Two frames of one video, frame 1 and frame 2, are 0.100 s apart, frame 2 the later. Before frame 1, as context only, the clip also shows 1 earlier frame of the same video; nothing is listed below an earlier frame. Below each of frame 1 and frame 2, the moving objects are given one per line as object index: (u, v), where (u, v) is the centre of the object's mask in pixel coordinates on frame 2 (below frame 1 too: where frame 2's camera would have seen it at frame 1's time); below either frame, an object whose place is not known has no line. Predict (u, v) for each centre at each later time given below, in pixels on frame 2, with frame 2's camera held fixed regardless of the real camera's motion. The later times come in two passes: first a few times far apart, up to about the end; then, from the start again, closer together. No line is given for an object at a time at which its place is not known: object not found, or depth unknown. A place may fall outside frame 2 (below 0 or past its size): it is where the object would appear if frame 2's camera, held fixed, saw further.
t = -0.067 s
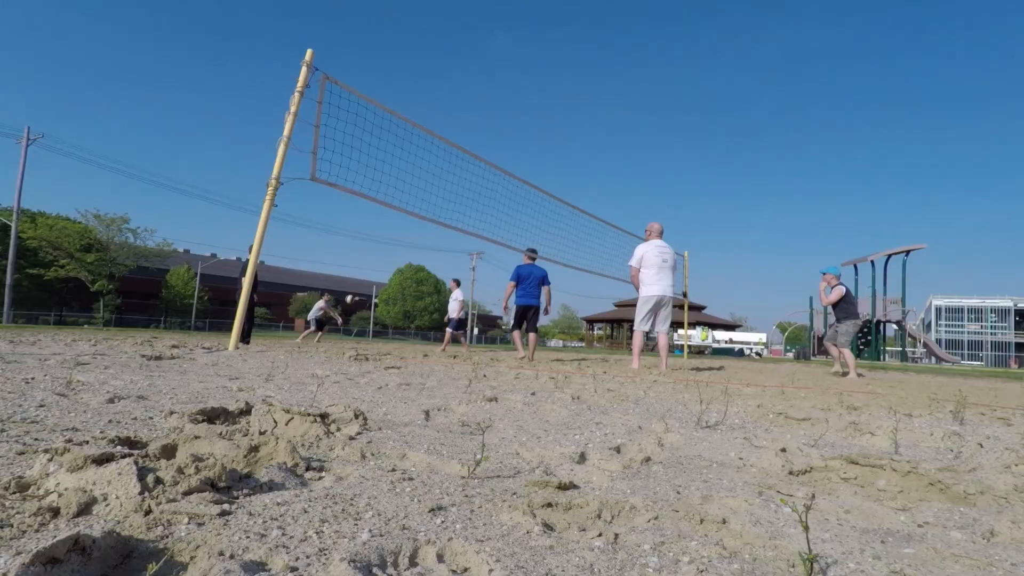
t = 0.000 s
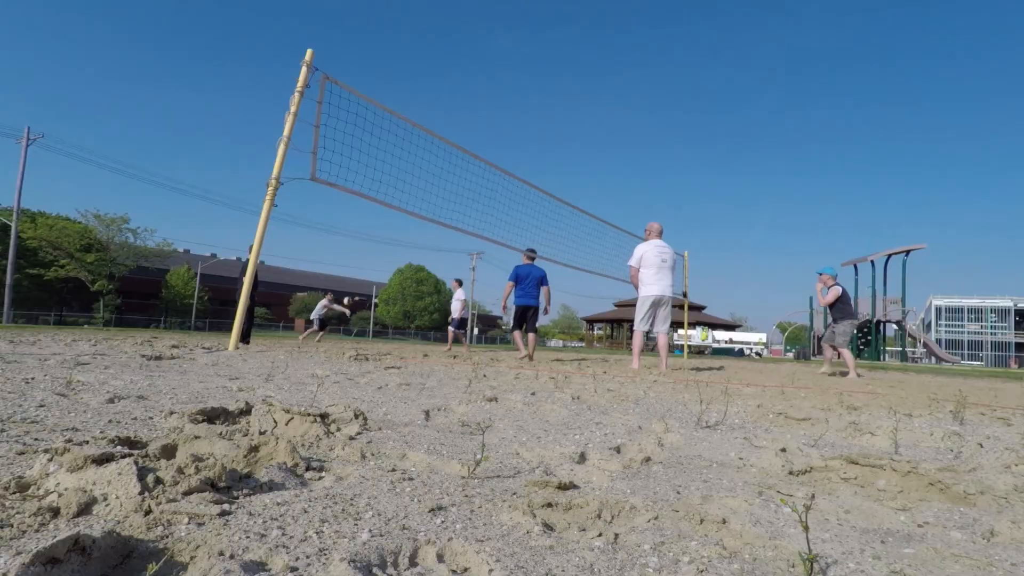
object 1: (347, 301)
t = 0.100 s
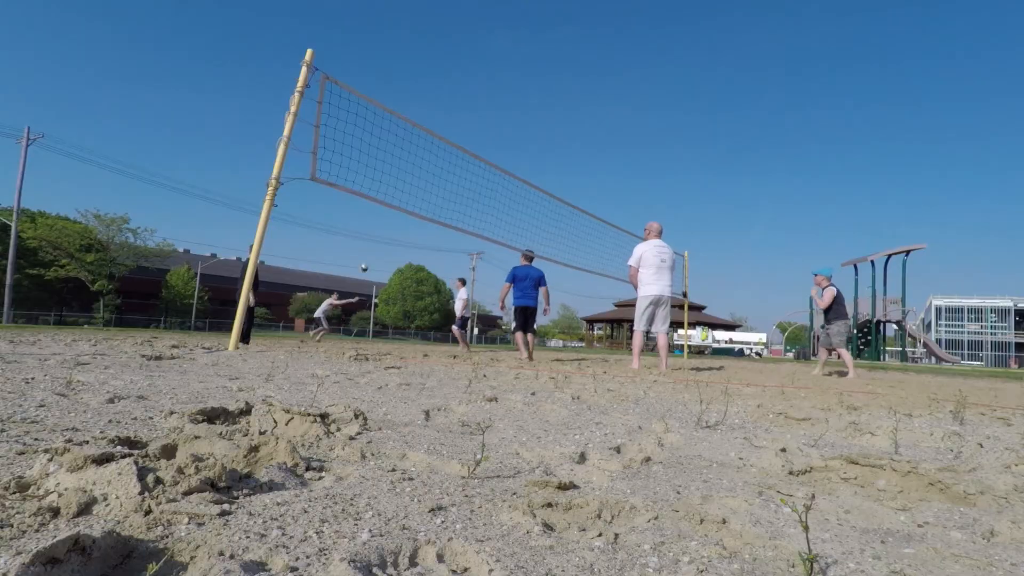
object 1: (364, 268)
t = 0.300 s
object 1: (397, 212)
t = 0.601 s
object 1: (453, 152)
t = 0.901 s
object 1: (511, 130)
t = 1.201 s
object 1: (568, 153)
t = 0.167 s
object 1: (375, 247)
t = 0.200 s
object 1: (380, 237)
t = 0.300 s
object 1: (397, 212)
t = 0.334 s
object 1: (404, 202)
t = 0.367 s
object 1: (410, 195)
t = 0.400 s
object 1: (416, 188)
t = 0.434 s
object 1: (422, 181)
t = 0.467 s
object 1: (428, 174)
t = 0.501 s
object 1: (434, 168)
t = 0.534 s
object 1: (440, 163)
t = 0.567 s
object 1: (447, 157)
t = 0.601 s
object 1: (453, 152)
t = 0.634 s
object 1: (460, 148)
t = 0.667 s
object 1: (466, 144)
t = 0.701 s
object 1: (472, 140)
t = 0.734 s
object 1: (478, 138)
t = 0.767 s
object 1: (485, 135)
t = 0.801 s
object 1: (492, 133)
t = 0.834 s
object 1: (498, 131)
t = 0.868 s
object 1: (504, 130)
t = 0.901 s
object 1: (511, 130)
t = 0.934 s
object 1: (517, 130)
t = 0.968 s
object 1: (523, 131)
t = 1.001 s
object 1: (530, 132)
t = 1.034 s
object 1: (536, 134)
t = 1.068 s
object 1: (542, 137)
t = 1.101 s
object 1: (549, 139)
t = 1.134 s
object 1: (556, 143)
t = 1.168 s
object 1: (562, 147)
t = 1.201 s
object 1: (568, 153)
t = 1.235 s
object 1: (575, 158)
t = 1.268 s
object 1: (581, 164)
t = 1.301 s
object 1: (588, 171)
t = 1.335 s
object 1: (595, 179)
